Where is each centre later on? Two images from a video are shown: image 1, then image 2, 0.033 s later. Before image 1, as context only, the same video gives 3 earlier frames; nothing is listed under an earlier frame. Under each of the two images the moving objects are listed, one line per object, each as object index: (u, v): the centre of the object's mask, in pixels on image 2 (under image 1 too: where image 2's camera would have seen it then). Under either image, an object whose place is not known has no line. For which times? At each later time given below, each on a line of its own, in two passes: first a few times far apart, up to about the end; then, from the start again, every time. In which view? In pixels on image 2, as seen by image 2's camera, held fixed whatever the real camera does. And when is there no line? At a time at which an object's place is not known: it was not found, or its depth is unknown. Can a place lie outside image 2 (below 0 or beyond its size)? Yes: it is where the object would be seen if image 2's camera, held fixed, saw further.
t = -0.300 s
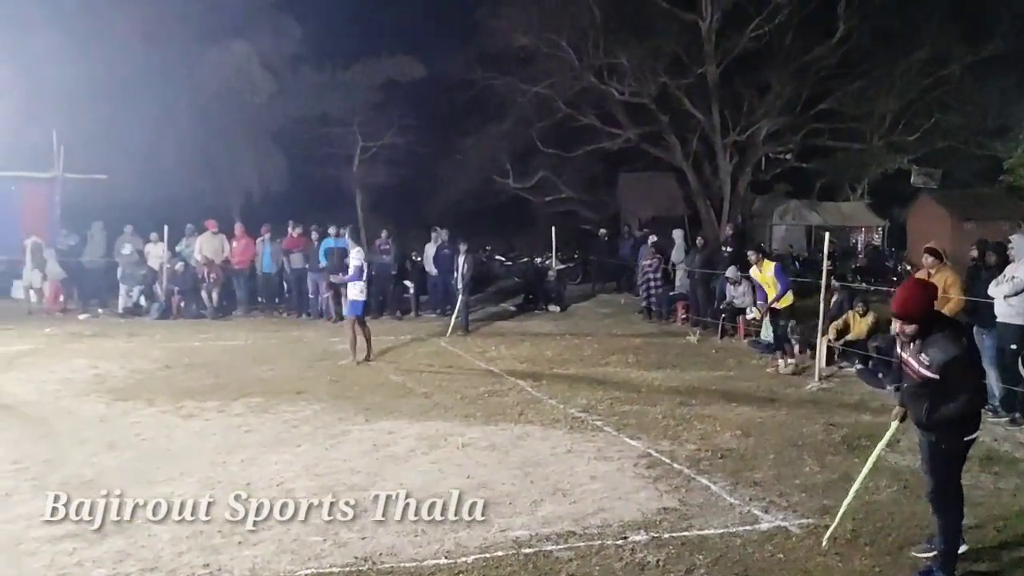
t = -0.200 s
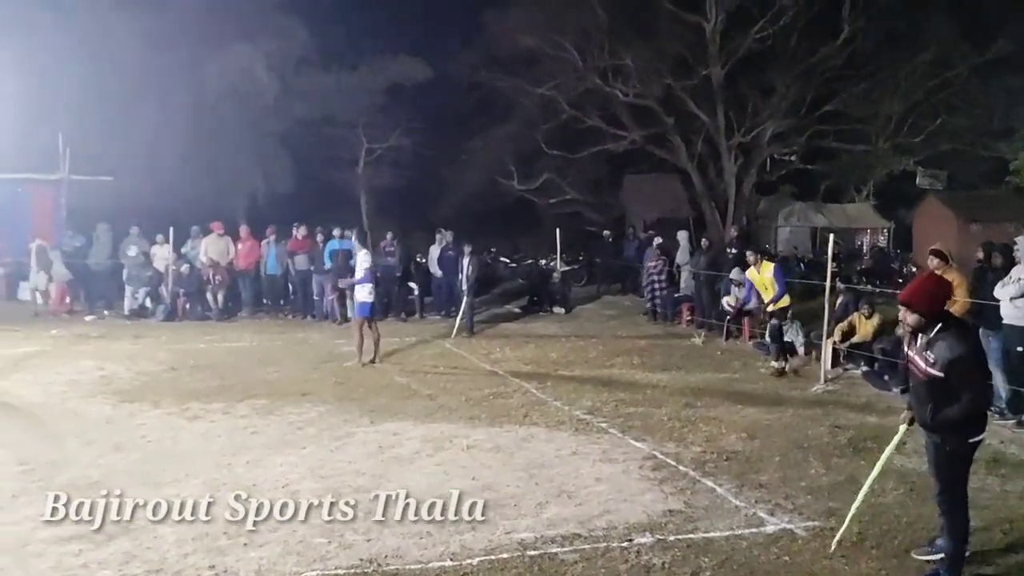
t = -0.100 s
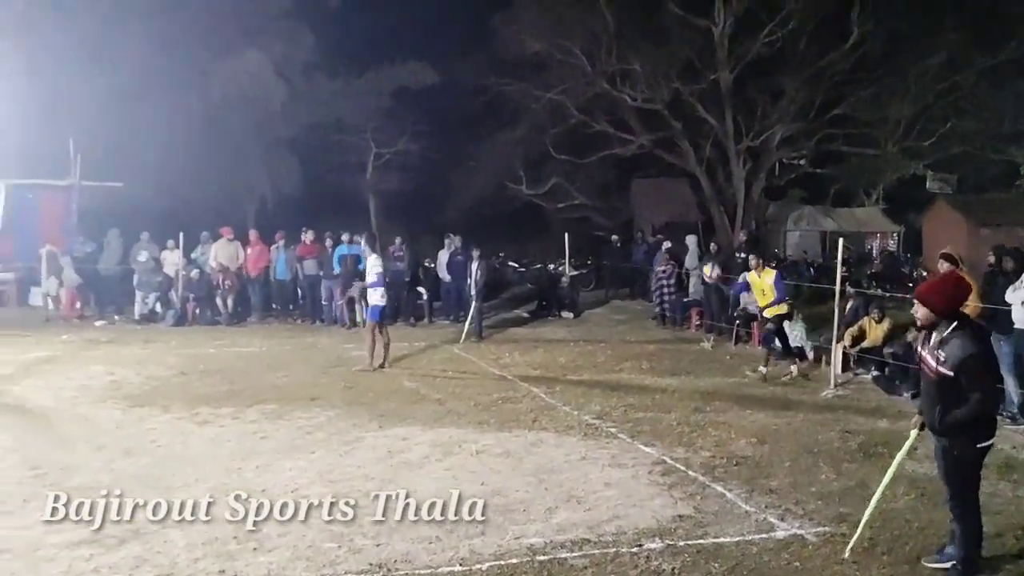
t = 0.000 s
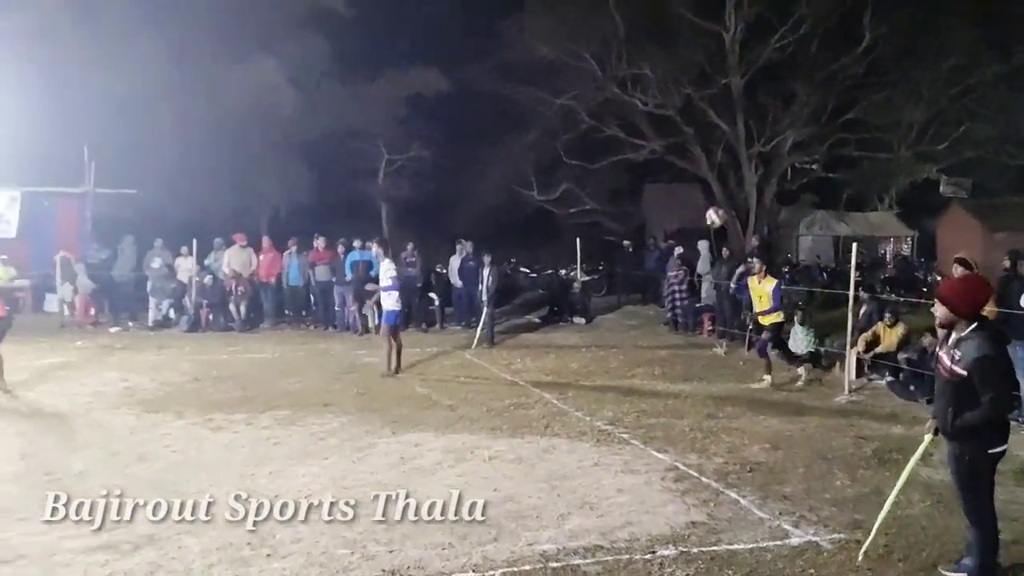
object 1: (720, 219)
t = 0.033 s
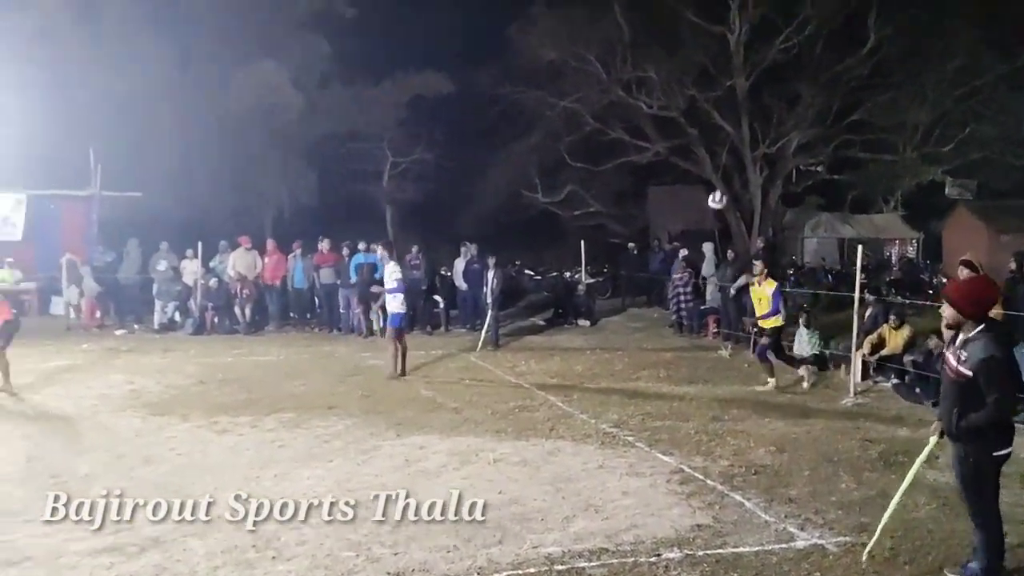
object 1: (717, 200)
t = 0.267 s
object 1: (696, 90)
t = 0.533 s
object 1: (669, 19)
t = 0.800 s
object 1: (638, 12)
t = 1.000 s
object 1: (612, 52)
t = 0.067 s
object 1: (714, 181)
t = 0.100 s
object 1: (711, 164)
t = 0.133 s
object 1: (708, 148)
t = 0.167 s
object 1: (705, 132)
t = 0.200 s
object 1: (703, 117)
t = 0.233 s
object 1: (699, 104)
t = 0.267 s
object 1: (696, 90)
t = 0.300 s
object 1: (693, 78)
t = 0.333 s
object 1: (690, 65)
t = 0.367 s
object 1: (686, 56)
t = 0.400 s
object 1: (683, 47)
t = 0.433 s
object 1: (680, 39)
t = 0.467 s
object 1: (676, 33)
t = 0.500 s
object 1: (672, 26)
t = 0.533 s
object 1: (669, 19)
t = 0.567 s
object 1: (665, 15)
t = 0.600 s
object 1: (662, 11)
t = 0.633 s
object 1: (658, 9)
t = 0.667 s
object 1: (654, 7)
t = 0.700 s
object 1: (650, 7)
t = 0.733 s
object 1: (646, 7)
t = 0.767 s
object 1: (642, 9)
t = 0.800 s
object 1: (638, 12)
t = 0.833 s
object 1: (634, 16)
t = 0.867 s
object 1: (629, 20)
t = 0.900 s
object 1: (625, 26)
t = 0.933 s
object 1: (620, 34)
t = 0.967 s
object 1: (616, 42)
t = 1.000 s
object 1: (612, 52)
